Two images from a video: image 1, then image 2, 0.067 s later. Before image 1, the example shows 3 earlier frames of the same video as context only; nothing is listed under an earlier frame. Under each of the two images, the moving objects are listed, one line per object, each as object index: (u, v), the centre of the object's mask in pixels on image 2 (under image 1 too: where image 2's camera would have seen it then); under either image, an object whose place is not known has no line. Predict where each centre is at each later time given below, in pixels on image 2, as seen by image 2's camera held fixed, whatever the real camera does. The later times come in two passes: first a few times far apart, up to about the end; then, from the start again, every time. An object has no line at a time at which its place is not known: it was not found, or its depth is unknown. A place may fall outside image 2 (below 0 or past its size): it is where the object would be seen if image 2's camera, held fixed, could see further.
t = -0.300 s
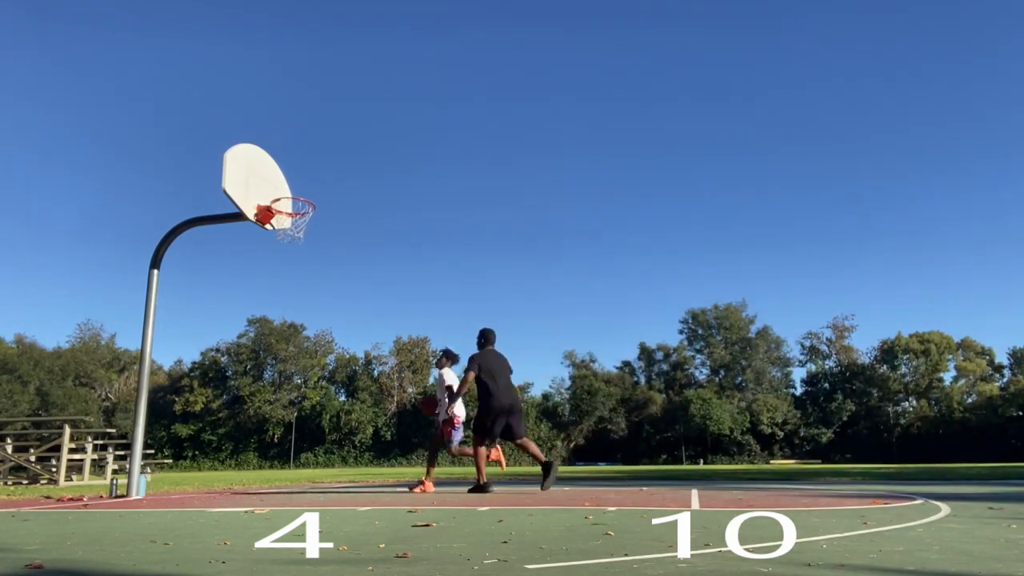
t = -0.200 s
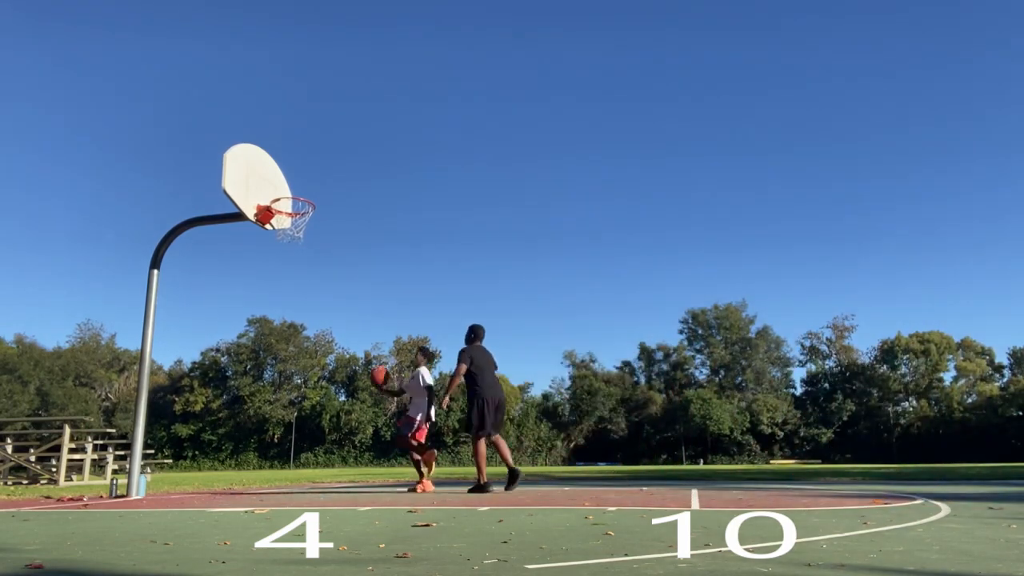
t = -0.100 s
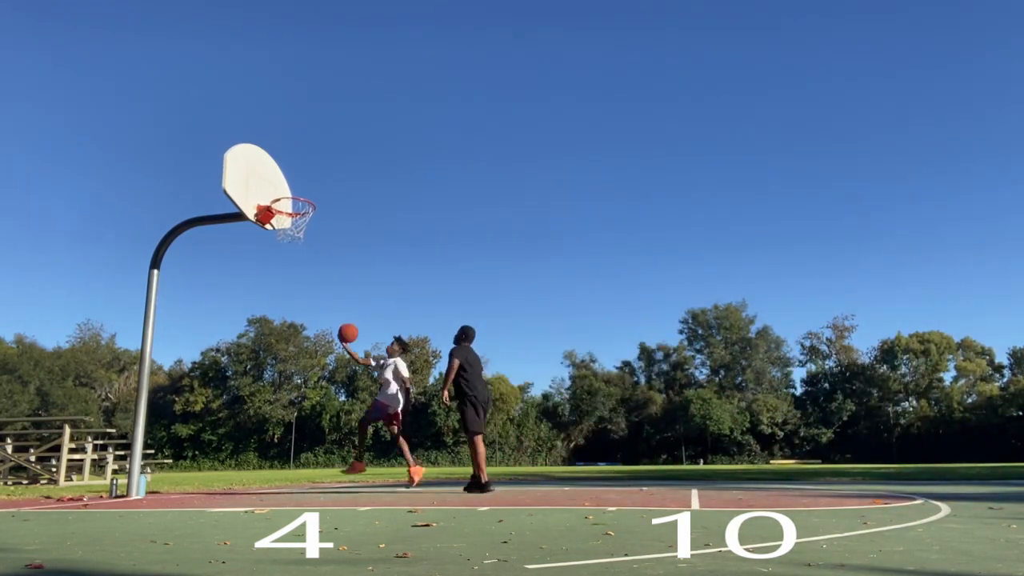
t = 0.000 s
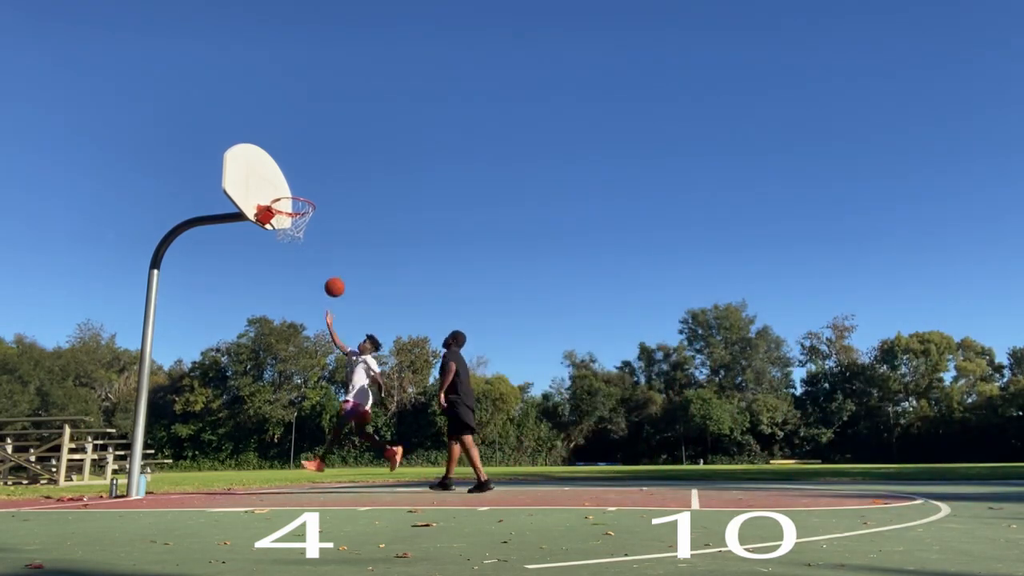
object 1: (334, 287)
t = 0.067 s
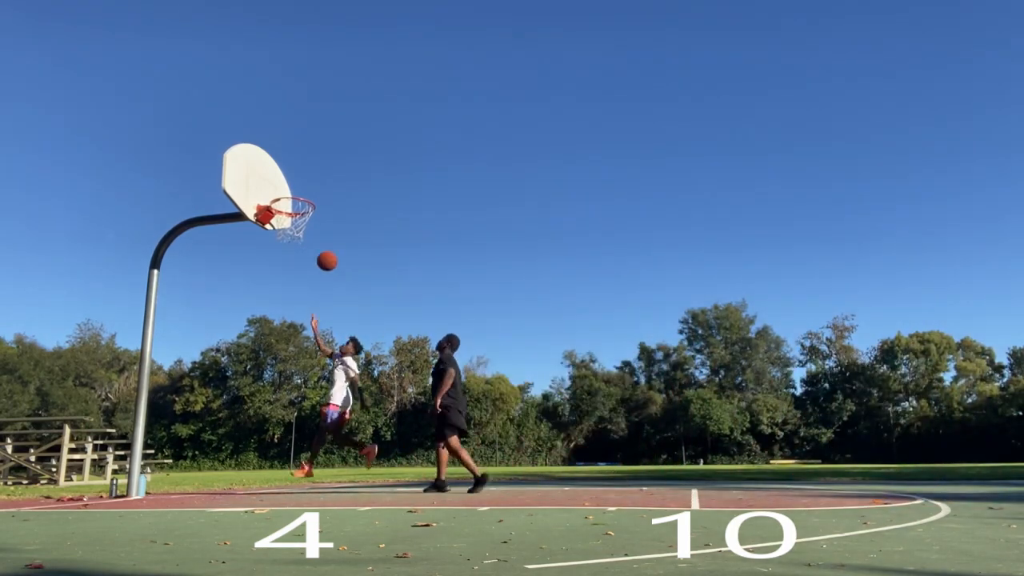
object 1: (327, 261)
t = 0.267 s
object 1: (301, 202)
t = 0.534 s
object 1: (265, 171)
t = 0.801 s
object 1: (258, 184)
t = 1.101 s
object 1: (249, 275)
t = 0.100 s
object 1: (323, 249)
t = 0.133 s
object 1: (319, 238)
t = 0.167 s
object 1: (316, 228)
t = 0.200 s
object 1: (314, 221)
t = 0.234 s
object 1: (310, 207)
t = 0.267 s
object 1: (301, 202)
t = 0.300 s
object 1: (298, 194)
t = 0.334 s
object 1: (294, 189)
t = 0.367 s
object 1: (289, 184)
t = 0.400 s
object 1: (285, 180)
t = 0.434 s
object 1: (280, 176)
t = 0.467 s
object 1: (275, 174)
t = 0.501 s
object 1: (270, 172)
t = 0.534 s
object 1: (265, 171)
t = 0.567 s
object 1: (261, 171)
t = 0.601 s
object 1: (260, 170)
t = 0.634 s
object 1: (261, 170)
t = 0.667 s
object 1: (261, 171)
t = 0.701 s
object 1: (260, 172)
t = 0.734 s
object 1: (259, 175)
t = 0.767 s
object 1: (259, 179)
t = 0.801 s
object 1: (258, 184)
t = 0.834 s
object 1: (258, 189)
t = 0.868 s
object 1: (257, 196)
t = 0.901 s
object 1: (256, 204)
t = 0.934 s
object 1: (257, 214)
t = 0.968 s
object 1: (254, 223)
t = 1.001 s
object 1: (253, 235)
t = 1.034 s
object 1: (252, 247)
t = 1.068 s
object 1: (251, 260)
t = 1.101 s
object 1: (249, 275)
